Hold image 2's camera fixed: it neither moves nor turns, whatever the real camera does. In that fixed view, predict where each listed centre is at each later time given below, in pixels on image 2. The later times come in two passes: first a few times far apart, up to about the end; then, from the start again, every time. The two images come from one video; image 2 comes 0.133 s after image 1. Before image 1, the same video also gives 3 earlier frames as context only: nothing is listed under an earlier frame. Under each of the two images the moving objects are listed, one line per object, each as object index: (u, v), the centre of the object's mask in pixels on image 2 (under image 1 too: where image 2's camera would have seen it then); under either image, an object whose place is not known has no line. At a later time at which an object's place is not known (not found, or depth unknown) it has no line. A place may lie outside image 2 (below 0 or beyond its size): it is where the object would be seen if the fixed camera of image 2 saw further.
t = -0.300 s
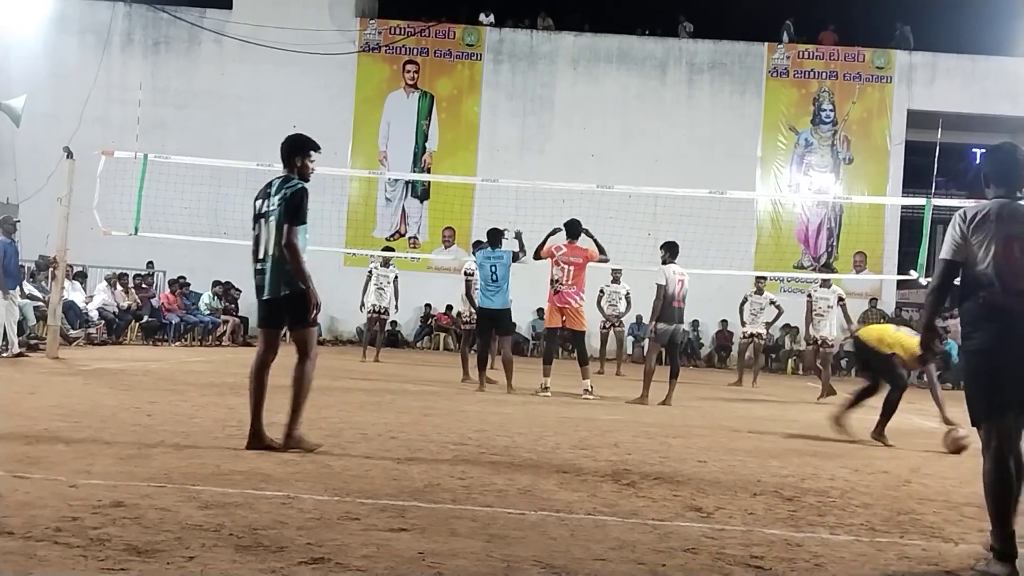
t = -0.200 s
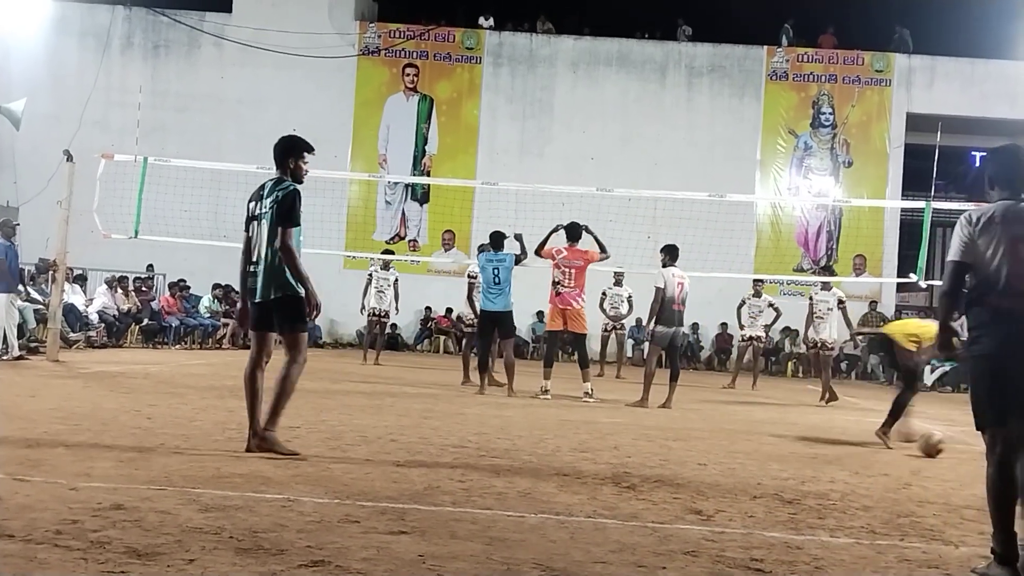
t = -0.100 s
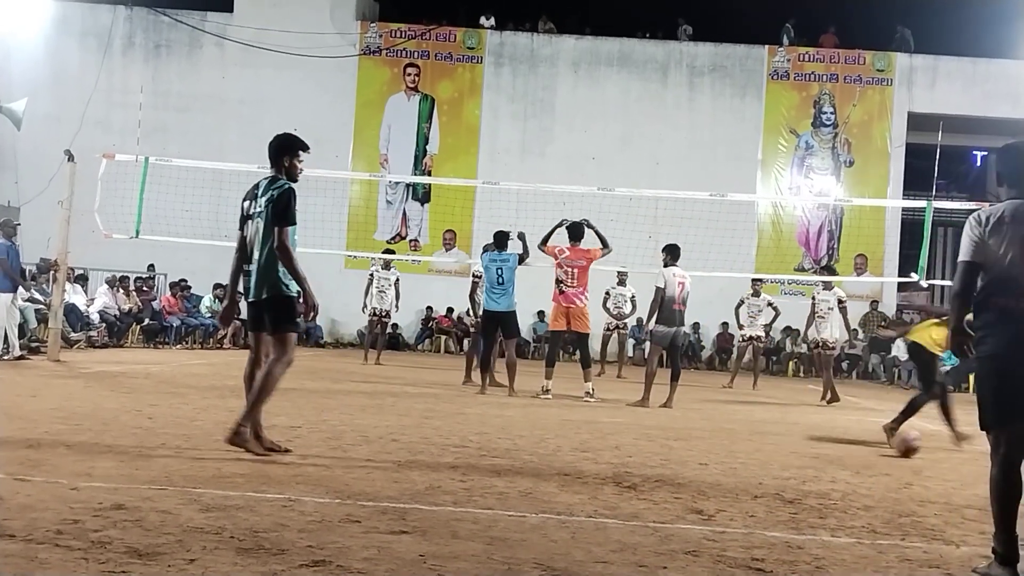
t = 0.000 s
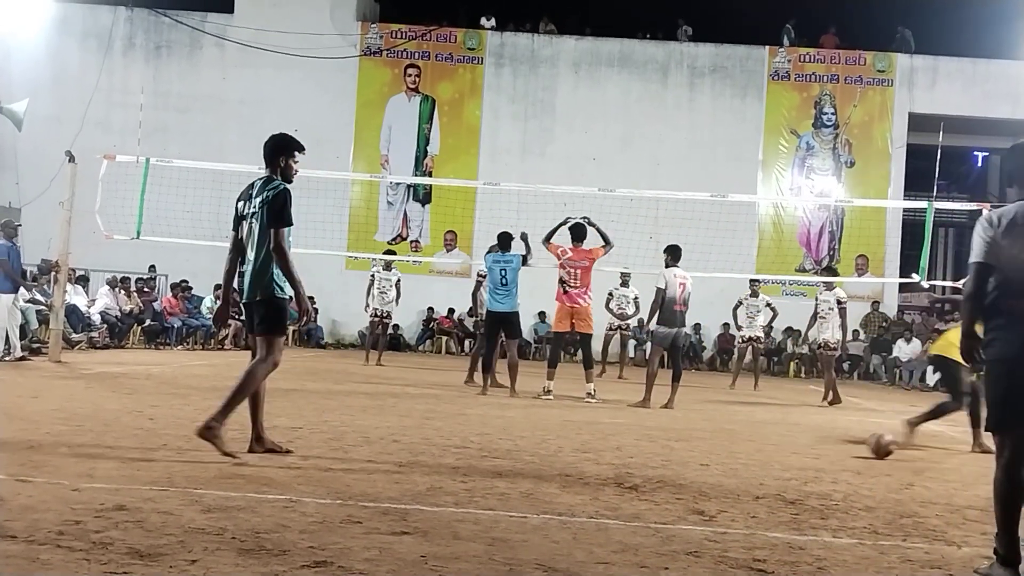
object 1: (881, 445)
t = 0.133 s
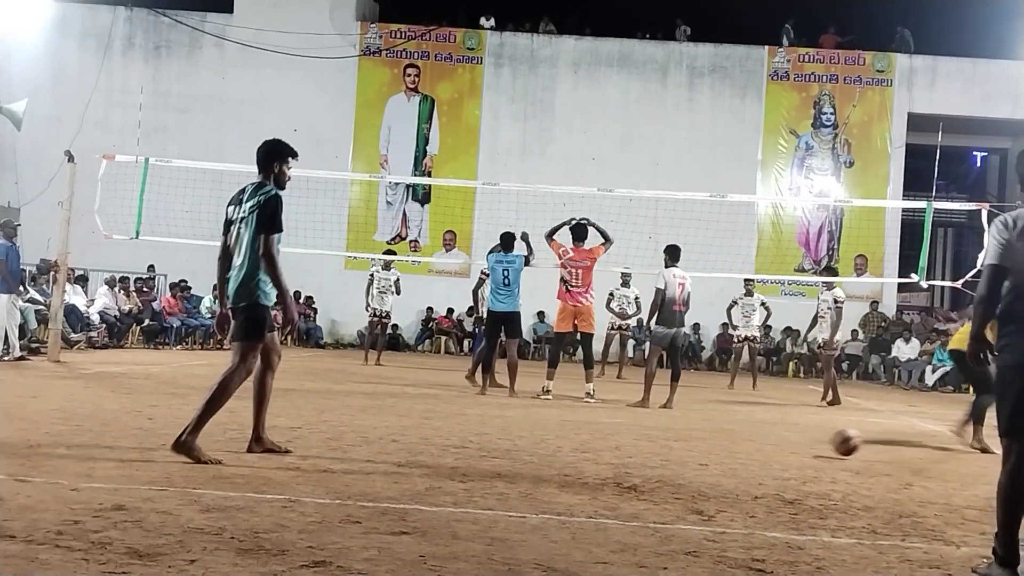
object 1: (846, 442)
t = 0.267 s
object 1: (809, 443)
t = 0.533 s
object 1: (736, 439)
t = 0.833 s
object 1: (654, 436)
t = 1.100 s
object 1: (578, 440)
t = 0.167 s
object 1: (838, 444)
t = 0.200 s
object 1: (827, 444)
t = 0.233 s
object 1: (818, 443)
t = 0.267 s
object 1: (809, 443)
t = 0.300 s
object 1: (800, 444)
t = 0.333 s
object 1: (791, 442)
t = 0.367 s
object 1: (783, 440)
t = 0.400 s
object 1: (774, 440)
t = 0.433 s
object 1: (764, 442)
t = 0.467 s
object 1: (753, 445)
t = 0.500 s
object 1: (745, 442)
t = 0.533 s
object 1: (736, 439)
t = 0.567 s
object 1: (727, 438)
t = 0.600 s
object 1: (718, 439)
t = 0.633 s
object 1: (708, 441)
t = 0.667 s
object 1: (698, 445)
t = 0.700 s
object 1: (689, 443)
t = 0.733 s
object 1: (680, 439)
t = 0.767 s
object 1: (672, 437)
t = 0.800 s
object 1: (663, 436)
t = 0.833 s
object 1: (654, 436)
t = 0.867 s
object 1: (645, 439)
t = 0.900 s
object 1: (634, 444)
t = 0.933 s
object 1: (626, 445)
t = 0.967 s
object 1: (615, 440)
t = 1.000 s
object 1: (607, 438)
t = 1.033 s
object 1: (597, 437)
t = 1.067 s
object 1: (588, 438)
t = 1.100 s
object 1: (578, 440)
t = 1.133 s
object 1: (569, 445)
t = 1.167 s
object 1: (558, 447)
